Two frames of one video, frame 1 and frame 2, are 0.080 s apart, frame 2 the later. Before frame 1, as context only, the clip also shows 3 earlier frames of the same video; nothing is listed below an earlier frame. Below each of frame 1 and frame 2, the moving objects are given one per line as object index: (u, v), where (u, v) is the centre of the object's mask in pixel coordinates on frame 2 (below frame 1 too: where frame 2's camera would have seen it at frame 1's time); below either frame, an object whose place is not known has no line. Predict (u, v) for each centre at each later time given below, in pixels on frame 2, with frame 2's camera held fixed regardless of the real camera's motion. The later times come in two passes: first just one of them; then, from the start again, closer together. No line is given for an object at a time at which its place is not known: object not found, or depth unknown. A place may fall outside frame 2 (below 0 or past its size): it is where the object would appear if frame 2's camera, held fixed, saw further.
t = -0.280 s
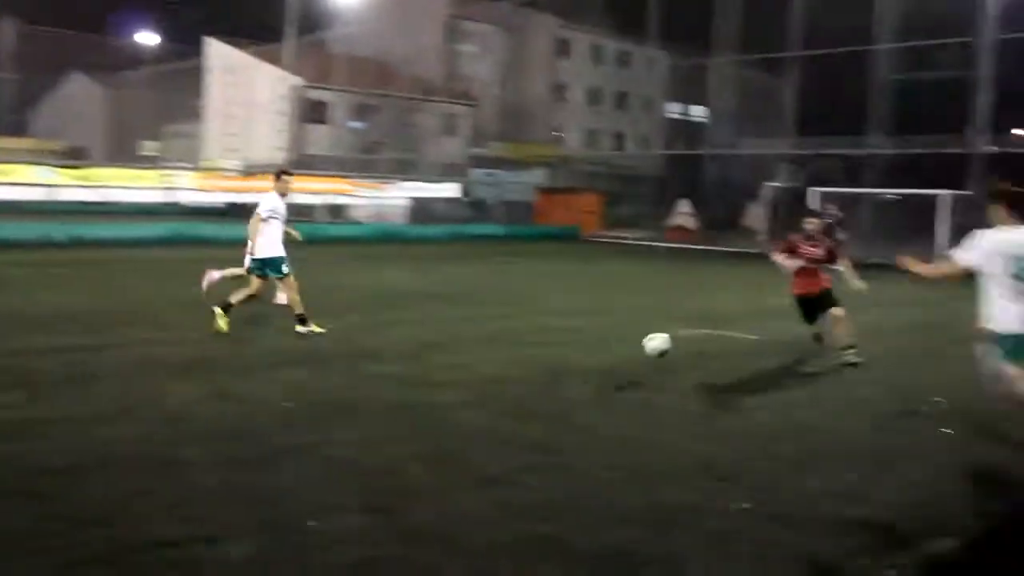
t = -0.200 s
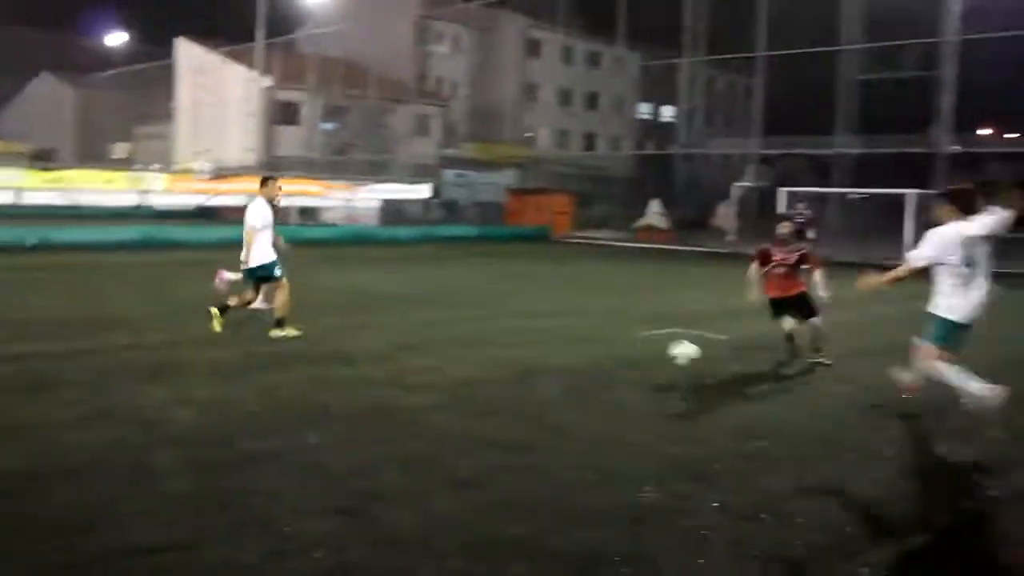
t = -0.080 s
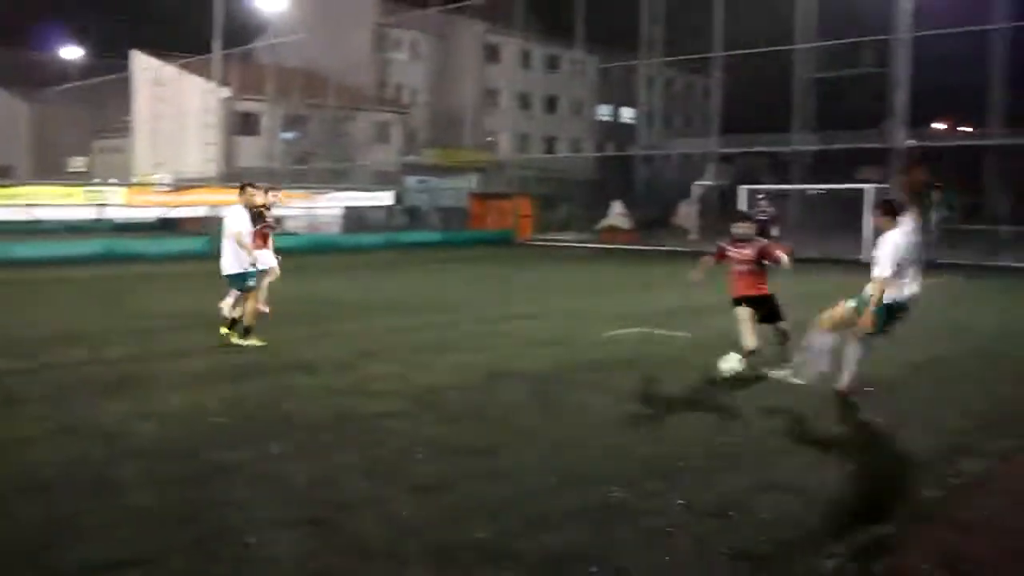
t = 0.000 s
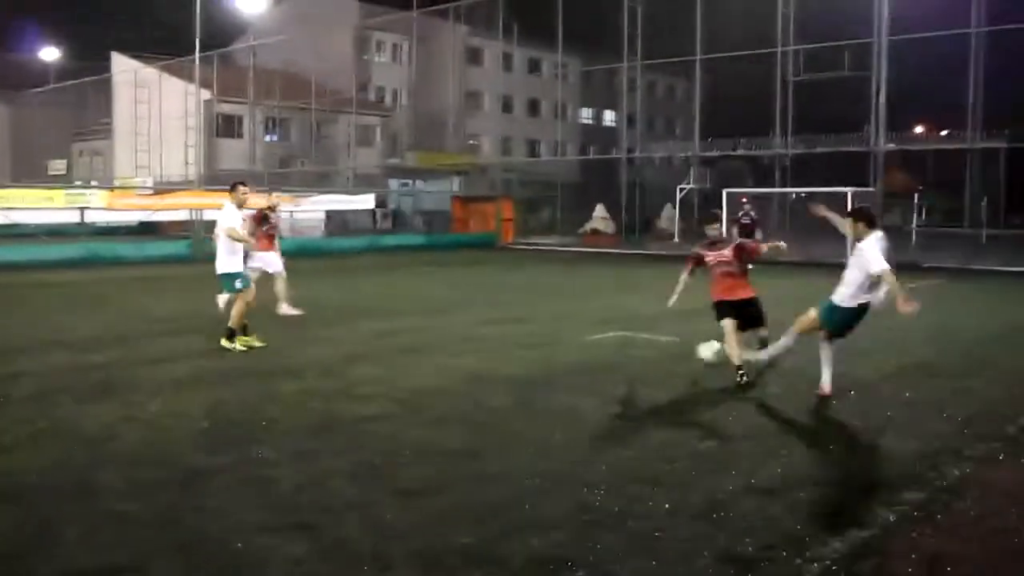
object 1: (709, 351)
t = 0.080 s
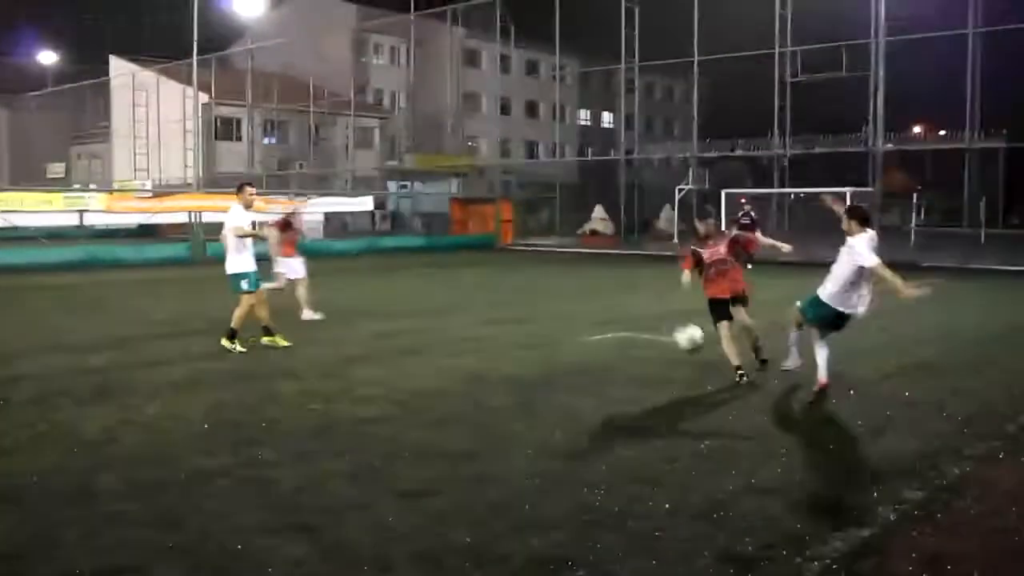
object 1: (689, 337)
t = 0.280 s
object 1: (625, 334)
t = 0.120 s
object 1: (679, 332)
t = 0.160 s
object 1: (667, 329)
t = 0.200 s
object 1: (654, 330)
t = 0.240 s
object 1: (639, 331)
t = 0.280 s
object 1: (625, 334)
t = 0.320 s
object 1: (610, 341)
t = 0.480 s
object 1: (529, 399)
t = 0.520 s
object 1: (506, 425)
